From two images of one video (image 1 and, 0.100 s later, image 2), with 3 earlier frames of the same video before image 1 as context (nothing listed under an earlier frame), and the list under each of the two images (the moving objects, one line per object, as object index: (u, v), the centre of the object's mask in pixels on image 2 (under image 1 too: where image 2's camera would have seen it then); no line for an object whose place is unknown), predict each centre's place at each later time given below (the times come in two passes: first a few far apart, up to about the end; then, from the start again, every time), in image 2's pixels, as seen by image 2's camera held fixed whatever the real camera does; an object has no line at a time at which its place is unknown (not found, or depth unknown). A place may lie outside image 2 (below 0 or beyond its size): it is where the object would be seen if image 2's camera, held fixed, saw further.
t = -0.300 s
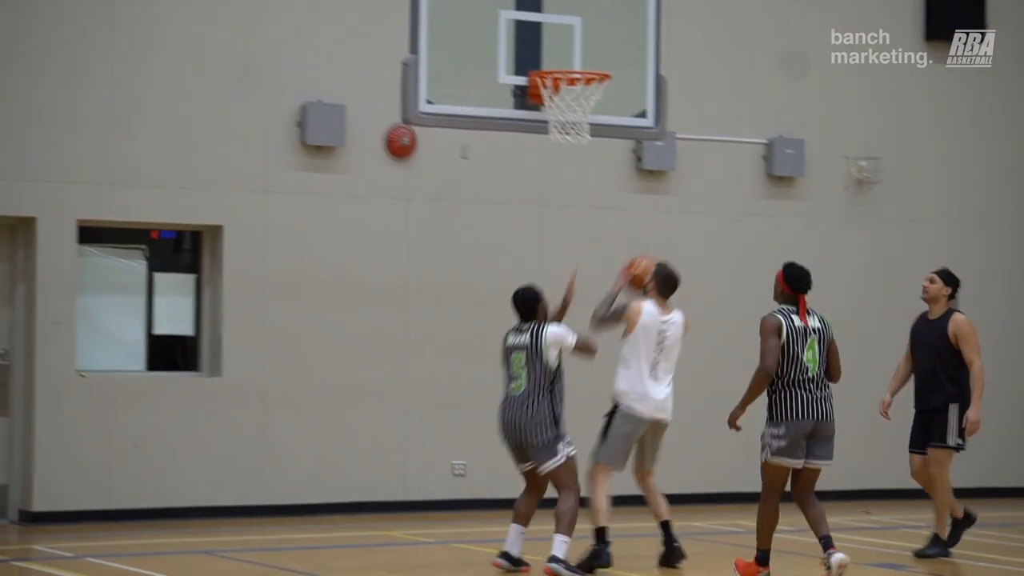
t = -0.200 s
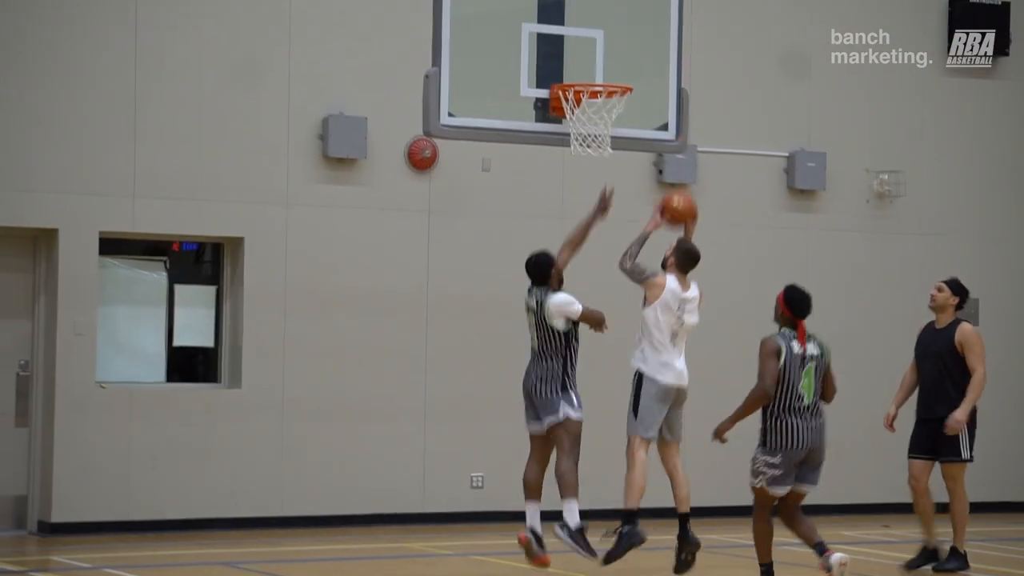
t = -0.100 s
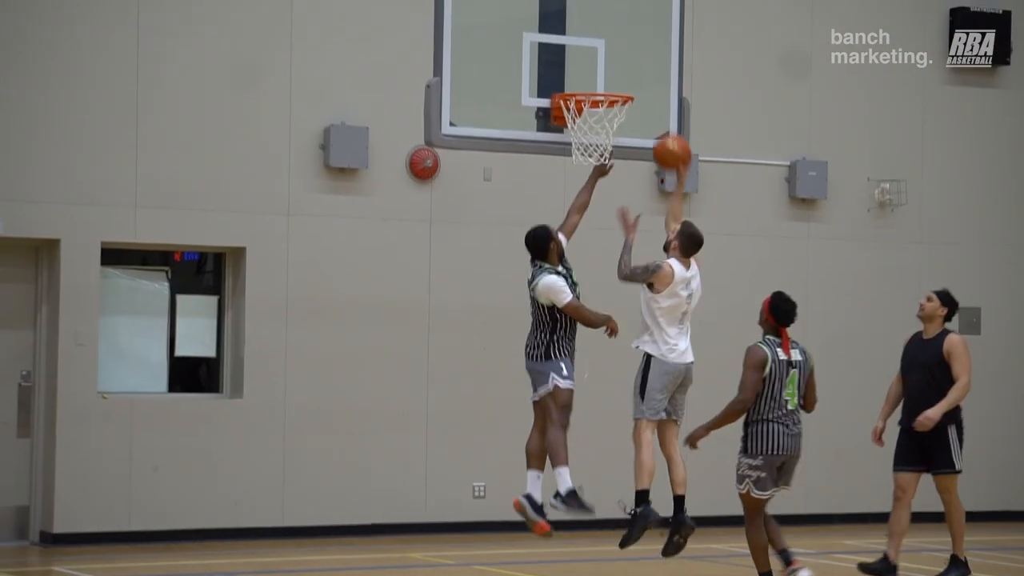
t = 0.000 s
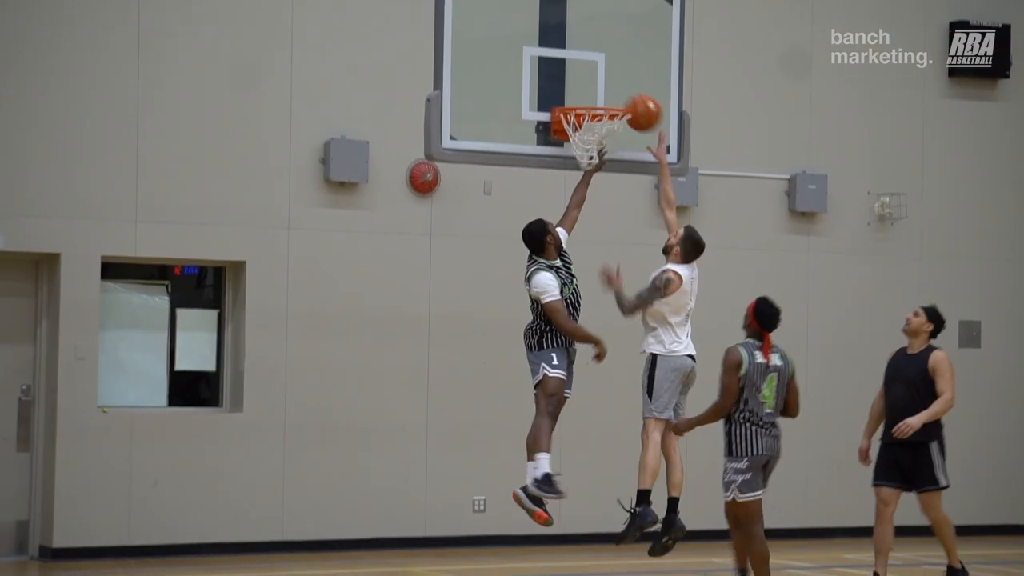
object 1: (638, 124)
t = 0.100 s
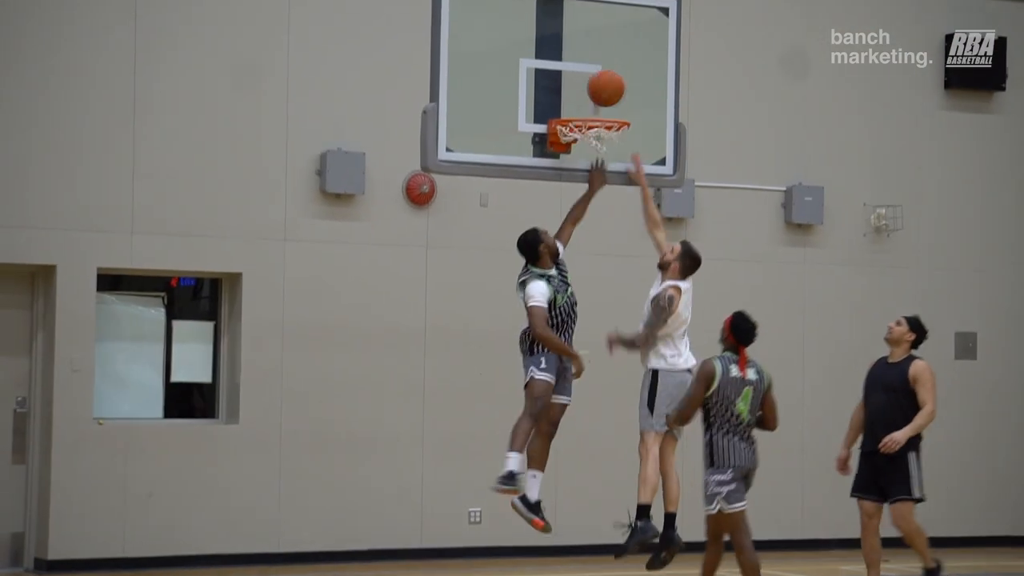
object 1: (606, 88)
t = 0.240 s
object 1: (605, 80)
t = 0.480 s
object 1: (600, 138)
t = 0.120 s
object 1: (605, 85)
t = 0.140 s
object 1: (605, 83)
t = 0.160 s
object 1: (605, 81)
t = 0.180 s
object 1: (605, 80)
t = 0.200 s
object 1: (605, 80)
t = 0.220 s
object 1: (605, 80)
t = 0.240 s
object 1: (605, 80)
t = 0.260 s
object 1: (605, 82)
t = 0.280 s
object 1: (605, 84)
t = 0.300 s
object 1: (605, 87)
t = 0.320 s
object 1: (605, 90)
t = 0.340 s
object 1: (605, 94)
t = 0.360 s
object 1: (606, 98)
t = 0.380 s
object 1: (606, 102)
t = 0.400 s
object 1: (606, 105)
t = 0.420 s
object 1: (606, 109)
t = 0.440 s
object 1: (604, 122)
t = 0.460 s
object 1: (603, 130)
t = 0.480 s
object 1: (600, 138)
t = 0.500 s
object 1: (595, 141)
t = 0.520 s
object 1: (592, 149)
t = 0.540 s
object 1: (589, 150)
